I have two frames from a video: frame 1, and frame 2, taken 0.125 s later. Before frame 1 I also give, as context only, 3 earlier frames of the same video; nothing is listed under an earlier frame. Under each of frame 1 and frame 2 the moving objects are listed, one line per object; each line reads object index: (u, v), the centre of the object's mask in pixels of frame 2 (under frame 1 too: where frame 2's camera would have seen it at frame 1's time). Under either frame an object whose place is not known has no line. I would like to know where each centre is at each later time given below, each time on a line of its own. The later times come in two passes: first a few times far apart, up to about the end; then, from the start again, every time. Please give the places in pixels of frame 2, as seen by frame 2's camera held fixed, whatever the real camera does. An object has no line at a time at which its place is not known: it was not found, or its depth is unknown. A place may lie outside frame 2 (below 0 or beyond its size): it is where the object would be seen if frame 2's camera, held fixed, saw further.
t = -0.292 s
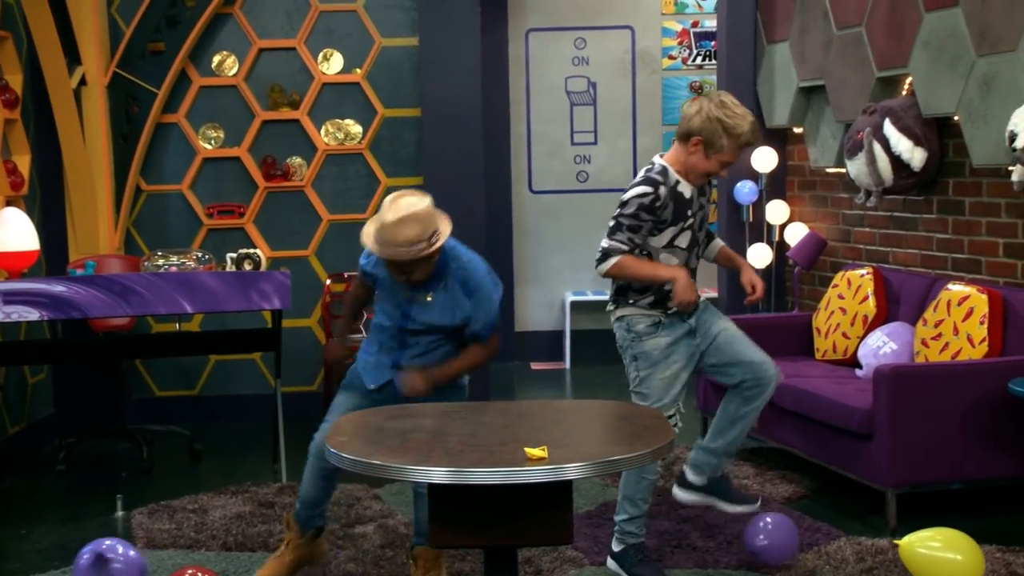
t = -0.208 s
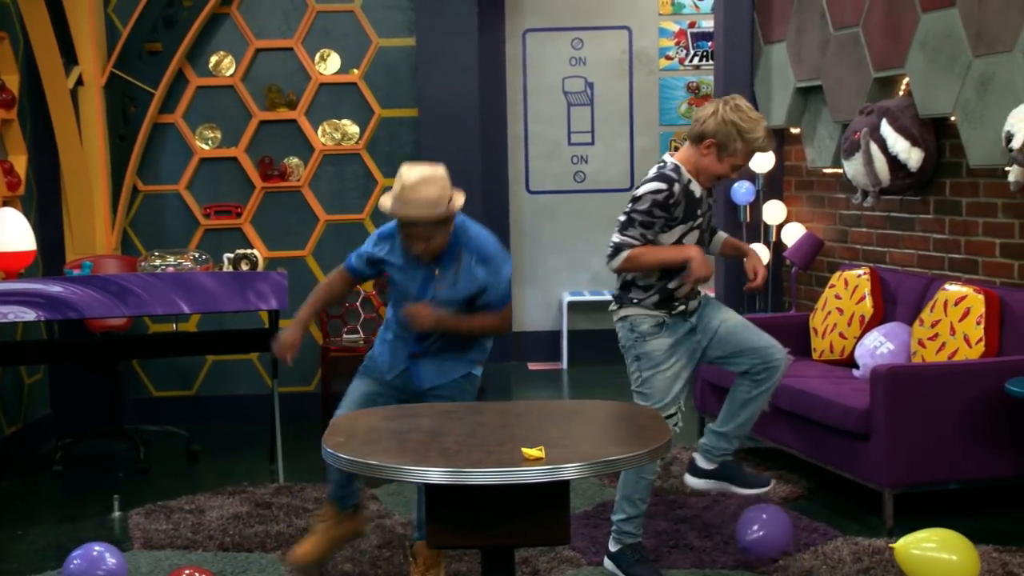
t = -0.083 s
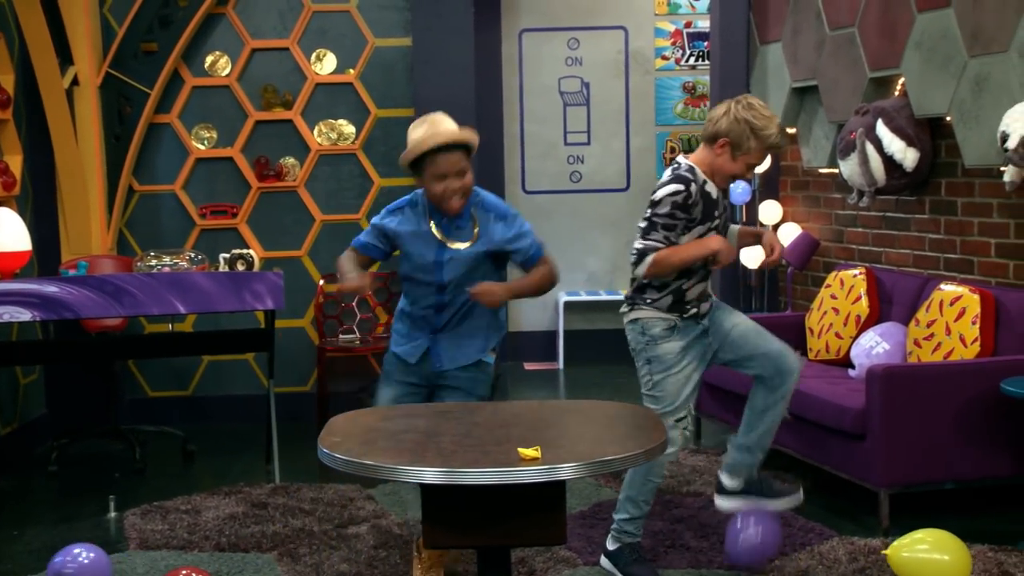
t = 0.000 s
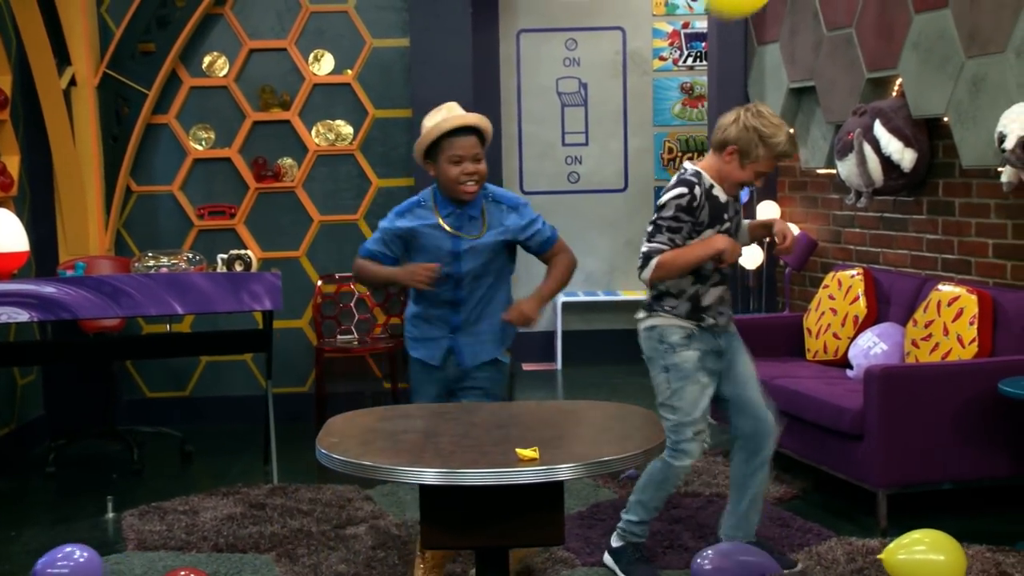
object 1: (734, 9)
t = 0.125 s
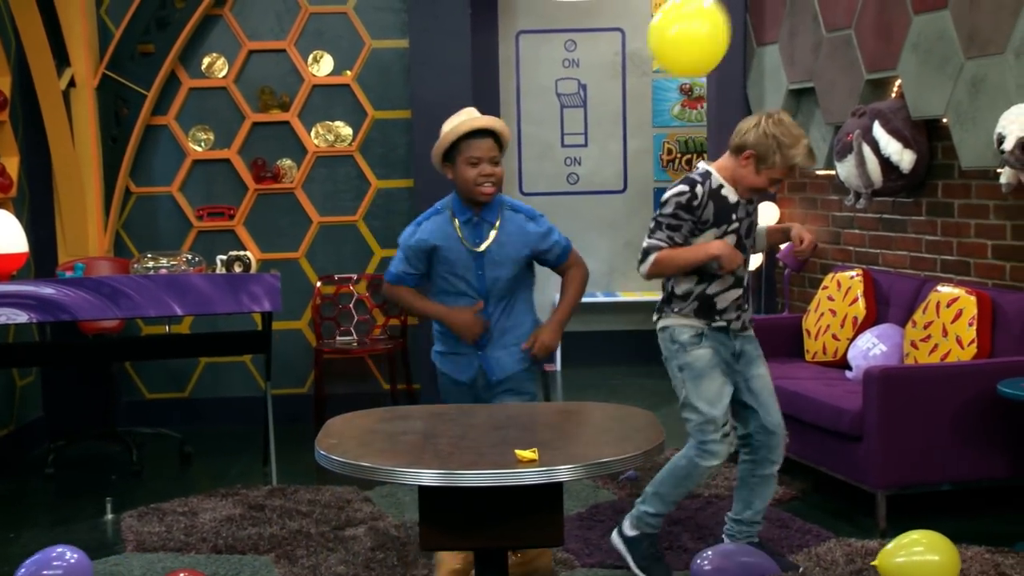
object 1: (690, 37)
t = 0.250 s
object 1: (655, 88)
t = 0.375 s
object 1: (632, 146)
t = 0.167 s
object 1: (677, 53)
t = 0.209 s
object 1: (665, 70)
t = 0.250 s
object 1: (655, 88)
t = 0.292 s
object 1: (646, 107)
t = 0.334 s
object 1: (639, 126)
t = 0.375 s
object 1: (632, 146)
